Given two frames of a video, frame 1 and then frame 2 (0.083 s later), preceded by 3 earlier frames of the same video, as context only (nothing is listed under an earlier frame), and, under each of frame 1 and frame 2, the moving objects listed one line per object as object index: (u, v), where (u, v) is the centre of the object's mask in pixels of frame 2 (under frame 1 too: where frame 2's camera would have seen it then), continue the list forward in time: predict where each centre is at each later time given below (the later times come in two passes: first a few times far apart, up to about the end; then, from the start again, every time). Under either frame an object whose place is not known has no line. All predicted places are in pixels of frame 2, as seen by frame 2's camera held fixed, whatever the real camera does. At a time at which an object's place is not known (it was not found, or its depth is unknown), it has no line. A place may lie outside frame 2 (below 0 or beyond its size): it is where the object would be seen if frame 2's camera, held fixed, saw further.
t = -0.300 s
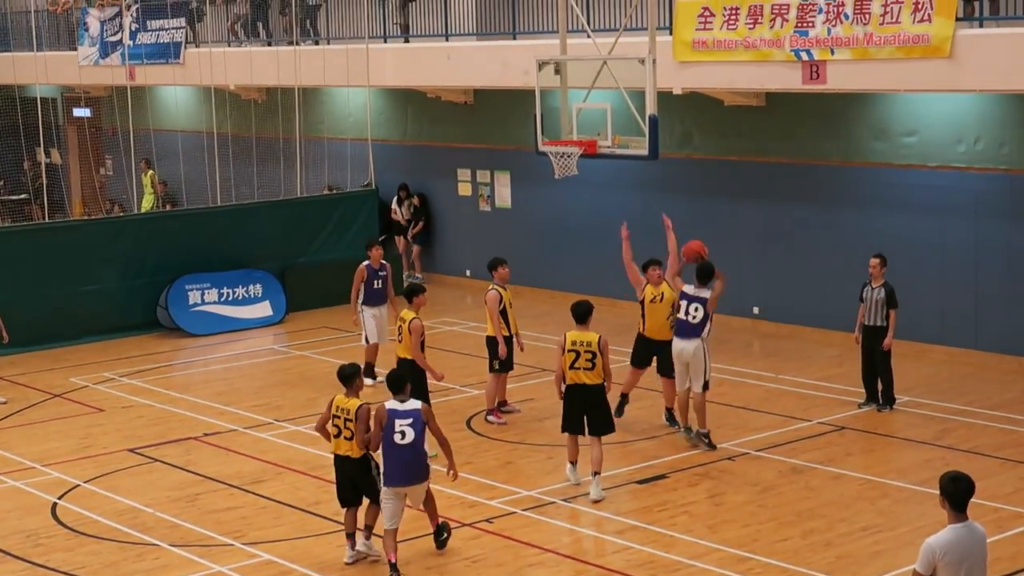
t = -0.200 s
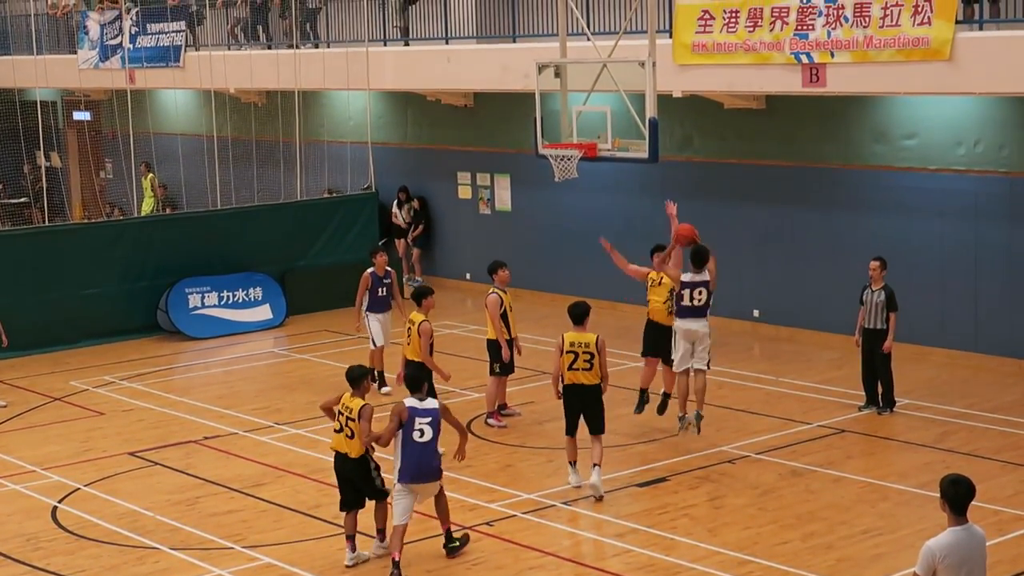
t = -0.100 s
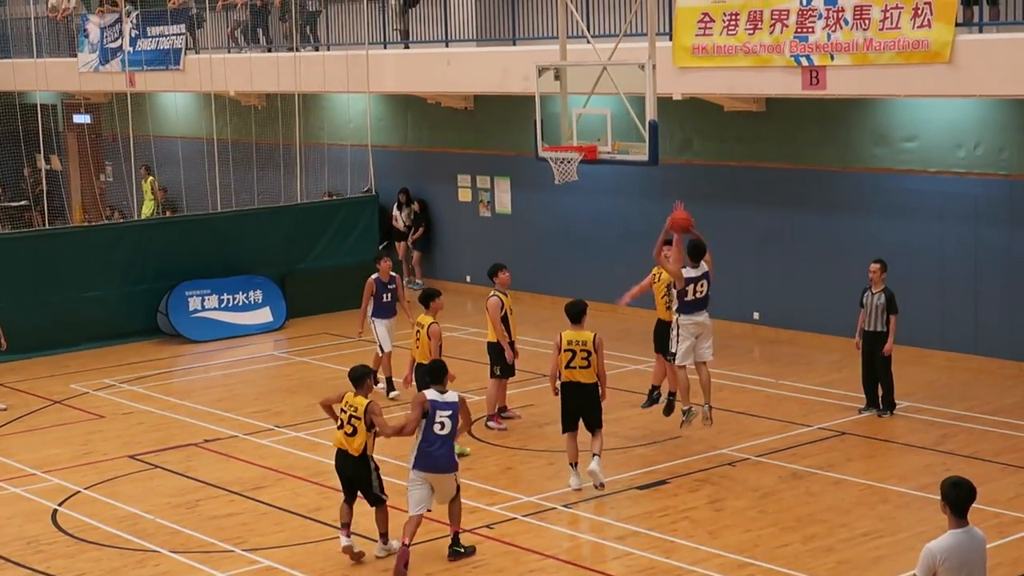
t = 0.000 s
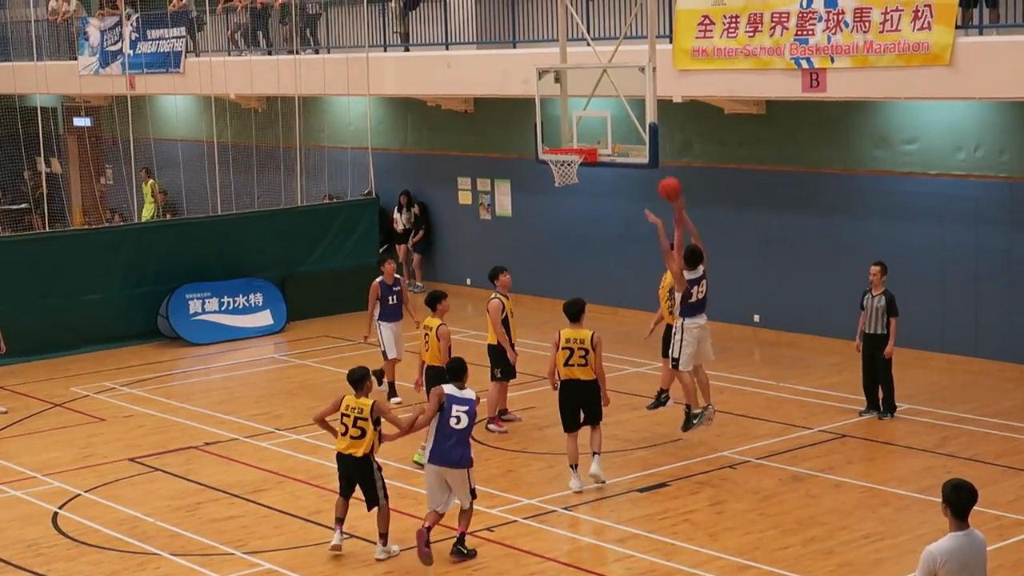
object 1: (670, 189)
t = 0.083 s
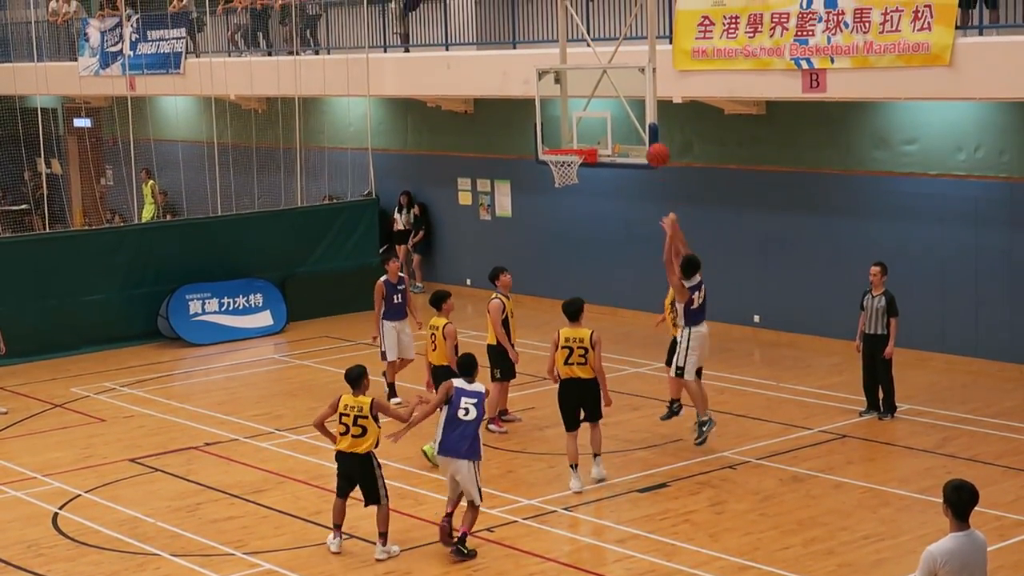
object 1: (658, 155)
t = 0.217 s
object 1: (639, 115)
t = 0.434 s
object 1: (612, 88)
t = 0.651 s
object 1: (580, 107)
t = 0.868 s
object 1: (563, 159)
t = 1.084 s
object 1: (574, 167)
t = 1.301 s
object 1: (570, 191)
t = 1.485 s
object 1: (561, 236)
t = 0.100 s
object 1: (655, 149)
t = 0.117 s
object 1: (653, 143)
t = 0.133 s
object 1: (651, 137)
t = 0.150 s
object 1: (648, 132)
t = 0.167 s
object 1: (645, 127)
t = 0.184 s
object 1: (644, 123)
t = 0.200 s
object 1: (641, 119)
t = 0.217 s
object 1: (639, 115)
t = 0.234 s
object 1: (637, 111)
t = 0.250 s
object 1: (635, 107)
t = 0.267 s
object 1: (633, 104)
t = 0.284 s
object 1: (630, 101)
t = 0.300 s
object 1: (628, 99)
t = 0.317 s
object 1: (626, 97)
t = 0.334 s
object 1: (624, 95)
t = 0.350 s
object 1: (622, 93)
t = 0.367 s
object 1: (620, 91)
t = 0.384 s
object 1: (618, 90)
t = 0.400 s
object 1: (616, 89)
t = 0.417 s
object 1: (614, 88)
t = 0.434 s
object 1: (612, 88)
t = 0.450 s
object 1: (611, 88)
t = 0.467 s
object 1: (609, 88)
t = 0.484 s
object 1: (606, 88)
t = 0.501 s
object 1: (603, 89)
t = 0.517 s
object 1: (601, 90)
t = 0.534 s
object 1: (598, 92)
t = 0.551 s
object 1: (595, 93)
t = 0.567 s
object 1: (593, 94)
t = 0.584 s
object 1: (590, 97)
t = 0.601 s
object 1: (588, 99)
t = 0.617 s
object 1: (585, 102)
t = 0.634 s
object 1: (582, 105)
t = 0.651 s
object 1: (580, 107)
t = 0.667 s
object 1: (577, 111)
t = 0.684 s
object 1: (575, 114)
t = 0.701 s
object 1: (572, 118)
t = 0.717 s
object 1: (570, 122)
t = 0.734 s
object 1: (567, 126)
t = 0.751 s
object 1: (564, 131)
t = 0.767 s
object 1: (562, 136)
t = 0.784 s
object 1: (560, 140)
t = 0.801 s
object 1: (557, 143)
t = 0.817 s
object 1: (556, 146)
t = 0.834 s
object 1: (560, 151)
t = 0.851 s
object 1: (559, 156)
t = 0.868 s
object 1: (563, 159)
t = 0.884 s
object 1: (562, 162)
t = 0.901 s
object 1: (564, 166)
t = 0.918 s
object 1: (566, 166)
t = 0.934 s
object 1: (568, 169)
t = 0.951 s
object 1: (569, 167)
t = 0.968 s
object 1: (571, 168)
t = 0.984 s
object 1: (570, 165)
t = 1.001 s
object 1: (572, 167)
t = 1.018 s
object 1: (573, 167)
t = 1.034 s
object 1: (573, 167)
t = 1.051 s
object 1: (574, 167)
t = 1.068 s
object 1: (574, 167)
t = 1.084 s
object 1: (574, 167)
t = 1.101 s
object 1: (575, 168)
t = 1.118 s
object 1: (575, 169)
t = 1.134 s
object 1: (575, 169)
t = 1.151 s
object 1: (574, 170)
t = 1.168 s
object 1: (574, 171)
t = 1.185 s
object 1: (573, 173)
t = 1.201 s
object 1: (572, 174)
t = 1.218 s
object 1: (572, 175)
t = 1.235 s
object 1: (571, 176)
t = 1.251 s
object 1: (572, 182)
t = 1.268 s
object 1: (571, 188)
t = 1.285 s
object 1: (570, 190)
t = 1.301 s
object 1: (570, 191)
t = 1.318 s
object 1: (568, 193)
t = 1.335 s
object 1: (567, 195)
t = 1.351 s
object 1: (567, 198)
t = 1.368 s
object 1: (565, 201)
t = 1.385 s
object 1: (566, 206)
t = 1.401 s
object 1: (565, 210)
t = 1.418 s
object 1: (564, 215)
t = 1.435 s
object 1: (563, 219)
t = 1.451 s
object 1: (562, 225)
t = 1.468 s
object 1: (562, 230)
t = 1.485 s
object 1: (561, 236)
